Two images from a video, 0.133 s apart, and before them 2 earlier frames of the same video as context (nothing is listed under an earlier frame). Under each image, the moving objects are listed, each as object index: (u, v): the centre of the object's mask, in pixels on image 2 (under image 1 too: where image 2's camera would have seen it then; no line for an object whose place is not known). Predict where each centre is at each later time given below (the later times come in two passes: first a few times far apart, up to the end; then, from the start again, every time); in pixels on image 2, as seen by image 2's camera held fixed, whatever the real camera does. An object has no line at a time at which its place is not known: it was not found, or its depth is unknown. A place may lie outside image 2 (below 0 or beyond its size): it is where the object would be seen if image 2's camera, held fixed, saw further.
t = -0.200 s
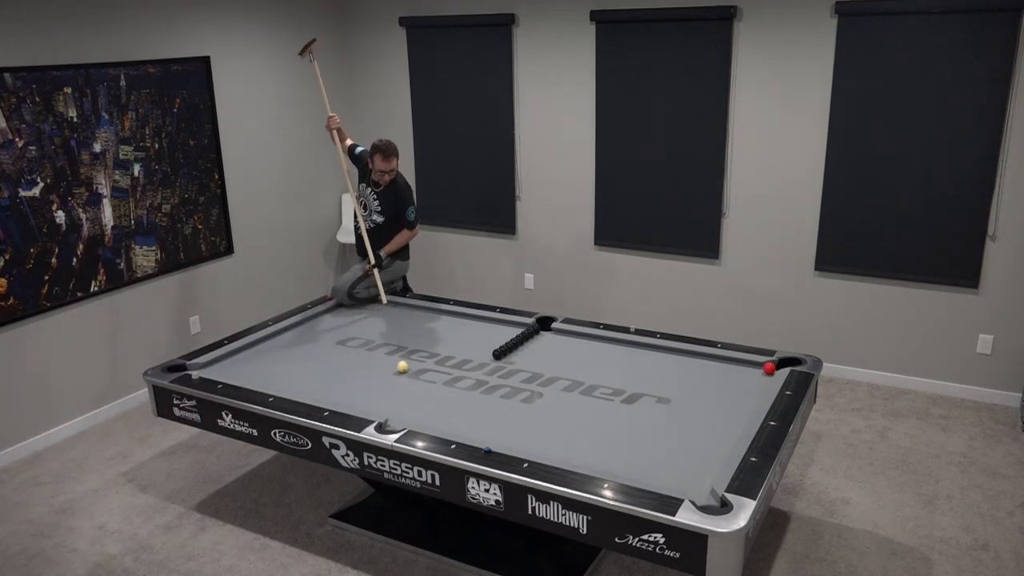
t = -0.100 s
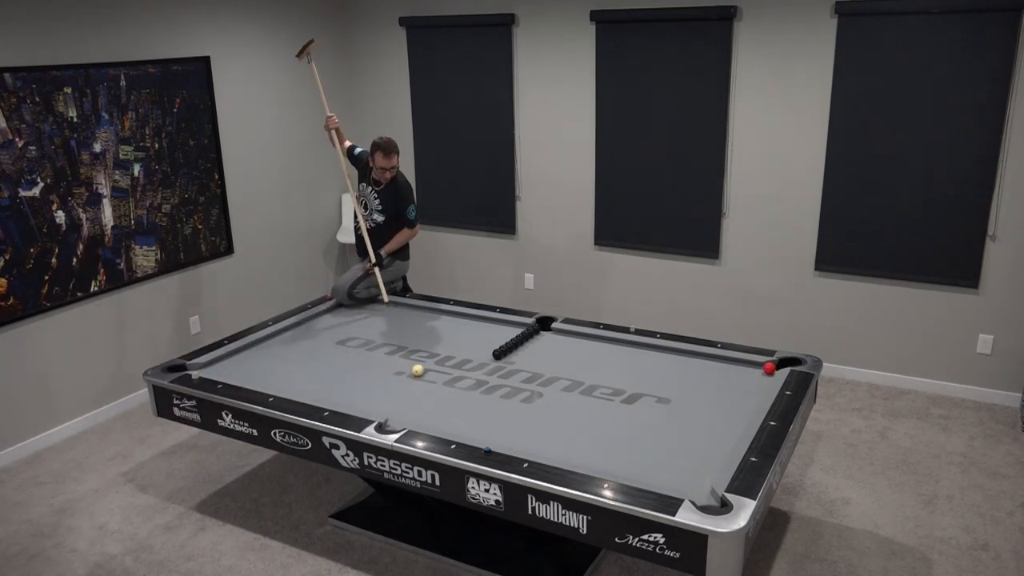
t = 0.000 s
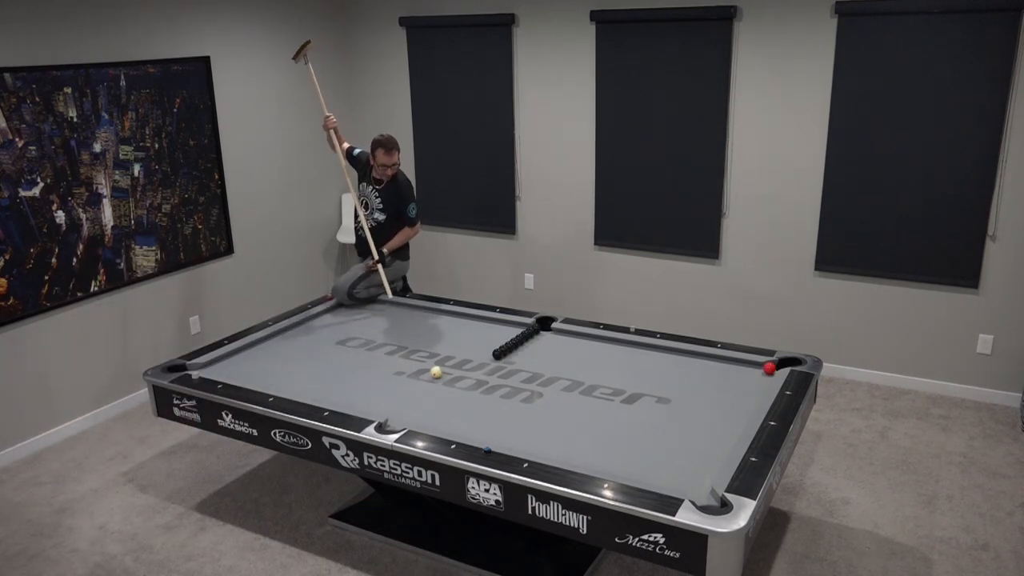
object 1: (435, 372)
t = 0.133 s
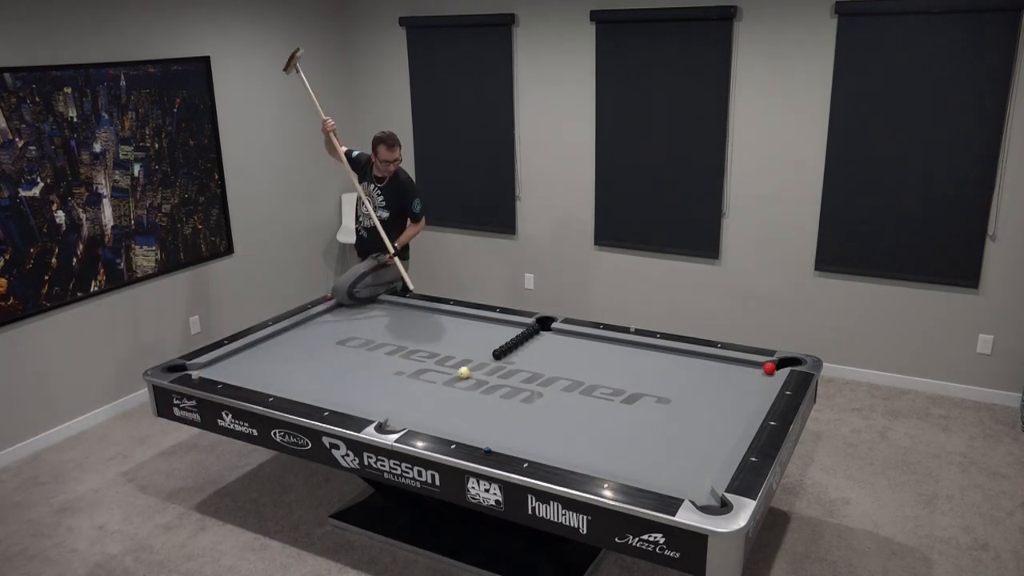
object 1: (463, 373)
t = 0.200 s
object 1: (478, 373)
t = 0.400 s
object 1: (520, 373)
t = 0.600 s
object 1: (562, 372)
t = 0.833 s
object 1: (611, 373)
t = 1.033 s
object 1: (651, 373)
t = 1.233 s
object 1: (692, 372)
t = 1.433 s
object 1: (732, 372)
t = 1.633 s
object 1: (767, 373)
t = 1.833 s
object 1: (755, 370)
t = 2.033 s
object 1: (742, 367)
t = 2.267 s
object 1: (727, 363)
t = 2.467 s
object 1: (716, 360)
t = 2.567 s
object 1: (711, 359)
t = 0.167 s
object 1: (470, 372)
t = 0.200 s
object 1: (478, 373)
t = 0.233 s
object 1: (485, 372)
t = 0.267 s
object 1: (492, 372)
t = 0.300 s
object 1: (499, 373)
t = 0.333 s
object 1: (506, 372)
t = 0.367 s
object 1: (513, 372)
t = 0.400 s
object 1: (520, 373)
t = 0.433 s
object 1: (527, 373)
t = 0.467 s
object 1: (534, 372)
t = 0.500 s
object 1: (542, 372)
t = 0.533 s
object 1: (549, 372)
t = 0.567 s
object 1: (555, 373)
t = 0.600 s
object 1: (562, 372)
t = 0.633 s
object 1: (569, 373)
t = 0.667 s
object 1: (576, 373)
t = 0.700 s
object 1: (583, 373)
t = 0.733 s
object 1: (590, 372)
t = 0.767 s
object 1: (597, 373)
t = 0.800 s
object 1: (604, 373)
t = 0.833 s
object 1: (611, 373)
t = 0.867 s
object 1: (617, 373)
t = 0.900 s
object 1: (624, 373)
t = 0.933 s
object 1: (631, 373)
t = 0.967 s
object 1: (638, 373)
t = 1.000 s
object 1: (645, 373)
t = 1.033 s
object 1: (651, 373)
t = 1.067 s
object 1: (658, 373)
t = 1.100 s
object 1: (665, 373)
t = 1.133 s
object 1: (672, 373)
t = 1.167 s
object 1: (678, 372)
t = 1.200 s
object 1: (685, 372)
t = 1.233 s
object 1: (692, 372)
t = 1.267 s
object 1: (698, 372)
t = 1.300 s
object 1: (705, 372)
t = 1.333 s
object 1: (712, 372)
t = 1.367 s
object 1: (718, 372)
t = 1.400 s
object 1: (725, 372)
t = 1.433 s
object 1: (732, 372)
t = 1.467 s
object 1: (738, 372)
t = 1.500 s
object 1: (744, 372)
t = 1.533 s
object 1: (751, 372)
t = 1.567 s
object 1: (758, 372)
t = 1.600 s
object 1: (763, 372)
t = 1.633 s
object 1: (767, 373)
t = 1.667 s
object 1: (768, 373)
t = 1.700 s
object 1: (764, 373)
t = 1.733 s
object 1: (762, 372)
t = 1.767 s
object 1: (760, 372)
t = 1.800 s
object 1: (758, 371)
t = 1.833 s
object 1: (755, 370)
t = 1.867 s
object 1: (753, 370)
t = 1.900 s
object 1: (750, 369)
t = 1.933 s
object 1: (748, 369)
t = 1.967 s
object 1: (746, 368)
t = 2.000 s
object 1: (744, 367)
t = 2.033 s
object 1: (742, 367)
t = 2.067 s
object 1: (739, 366)
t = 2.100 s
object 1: (737, 366)
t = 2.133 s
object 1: (735, 365)
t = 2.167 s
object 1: (733, 365)
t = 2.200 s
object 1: (731, 364)
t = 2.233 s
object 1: (729, 364)
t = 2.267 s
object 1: (727, 363)
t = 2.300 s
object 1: (725, 363)
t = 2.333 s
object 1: (723, 363)
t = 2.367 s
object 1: (722, 362)
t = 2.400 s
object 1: (720, 361)
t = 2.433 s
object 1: (718, 361)
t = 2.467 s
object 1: (716, 360)
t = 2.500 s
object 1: (714, 360)
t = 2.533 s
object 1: (713, 359)
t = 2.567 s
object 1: (711, 359)
